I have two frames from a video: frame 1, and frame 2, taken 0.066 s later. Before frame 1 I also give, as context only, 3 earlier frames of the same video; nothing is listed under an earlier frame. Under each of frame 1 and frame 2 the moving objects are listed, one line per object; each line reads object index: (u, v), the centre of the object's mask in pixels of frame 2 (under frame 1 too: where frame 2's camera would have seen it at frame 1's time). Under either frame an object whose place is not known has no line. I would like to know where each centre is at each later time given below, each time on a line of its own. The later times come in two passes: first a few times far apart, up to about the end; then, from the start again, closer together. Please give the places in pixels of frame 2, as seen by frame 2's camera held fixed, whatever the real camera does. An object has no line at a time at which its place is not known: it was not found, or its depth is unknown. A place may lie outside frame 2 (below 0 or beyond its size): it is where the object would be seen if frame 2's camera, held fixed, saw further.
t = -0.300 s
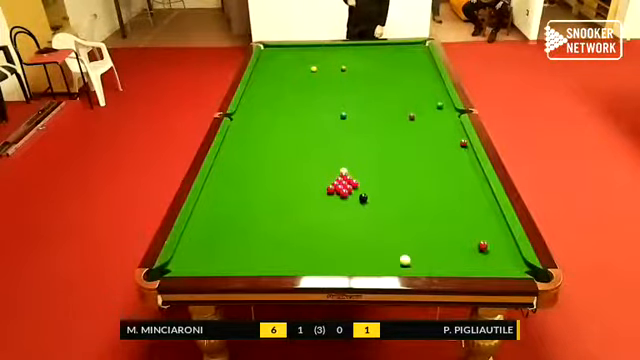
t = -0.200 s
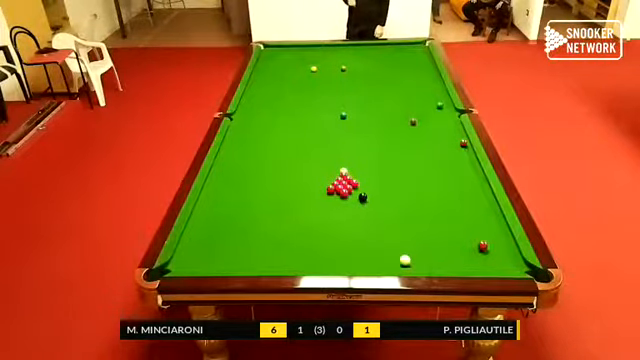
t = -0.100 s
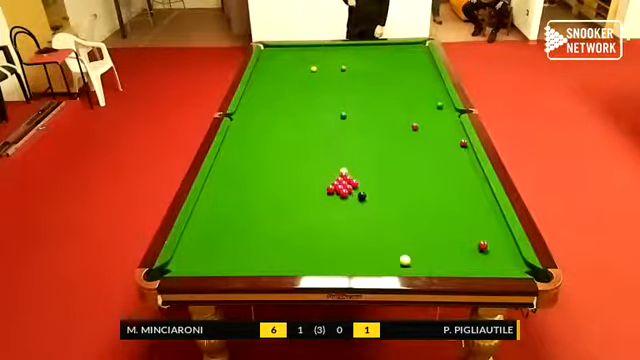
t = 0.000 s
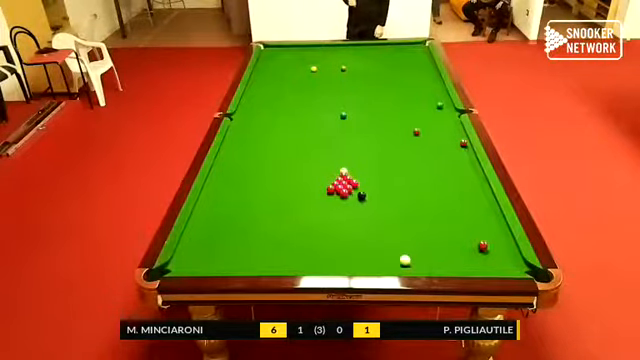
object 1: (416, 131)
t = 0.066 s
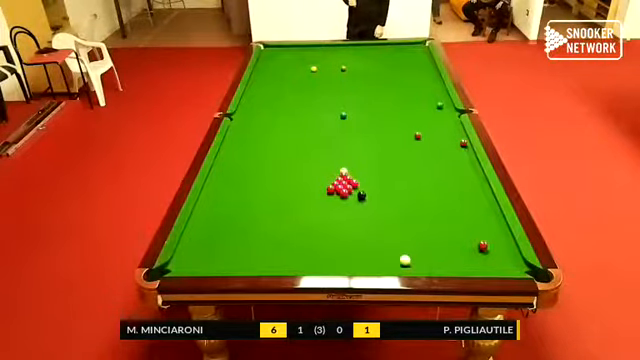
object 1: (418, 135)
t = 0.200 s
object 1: (419, 143)
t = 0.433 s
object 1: (423, 156)
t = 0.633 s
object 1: (427, 168)
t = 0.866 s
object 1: (431, 183)
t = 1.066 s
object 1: (435, 197)
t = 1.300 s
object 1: (440, 214)
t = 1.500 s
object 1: (445, 230)
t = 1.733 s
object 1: (451, 250)
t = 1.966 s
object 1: (455, 265)
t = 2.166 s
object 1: (452, 255)
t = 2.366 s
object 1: (449, 244)
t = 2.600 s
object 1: (446, 233)
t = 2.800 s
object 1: (444, 225)
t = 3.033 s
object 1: (441, 216)
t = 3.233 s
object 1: (439, 209)
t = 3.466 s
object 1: (437, 202)
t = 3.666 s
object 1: (435, 198)
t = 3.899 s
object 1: (434, 192)
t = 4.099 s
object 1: (433, 188)
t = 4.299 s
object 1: (432, 185)
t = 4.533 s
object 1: (431, 181)
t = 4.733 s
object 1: (430, 178)
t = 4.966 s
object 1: (430, 176)
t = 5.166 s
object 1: (429, 174)
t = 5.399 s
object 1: (429, 173)
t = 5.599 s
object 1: (429, 172)
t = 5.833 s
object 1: (428, 171)
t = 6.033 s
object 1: (428, 171)
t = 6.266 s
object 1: (428, 171)
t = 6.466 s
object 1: (428, 171)
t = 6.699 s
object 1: (428, 171)
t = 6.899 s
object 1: (428, 171)
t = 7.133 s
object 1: (428, 171)
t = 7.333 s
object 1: (428, 171)
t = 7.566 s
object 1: (428, 171)
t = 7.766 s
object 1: (428, 171)
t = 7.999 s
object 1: (428, 171)
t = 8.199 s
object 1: (428, 171)
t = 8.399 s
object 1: (428, 171)
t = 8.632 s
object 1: (428, 171)
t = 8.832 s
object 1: (428, 171)
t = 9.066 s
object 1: (428, 171)
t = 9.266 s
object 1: (428, 171)
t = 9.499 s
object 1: (428, 171)
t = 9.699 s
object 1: (428, 171)
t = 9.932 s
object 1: (428, 171)
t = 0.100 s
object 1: (418, 137)
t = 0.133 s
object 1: (419, 139)
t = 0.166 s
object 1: (419, 141)
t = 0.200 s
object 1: (419, 143)
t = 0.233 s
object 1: (420, 145)
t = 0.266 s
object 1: (421, 146)
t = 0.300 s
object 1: (421, 148)
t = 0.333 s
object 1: (422, 150)
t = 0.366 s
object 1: (422, 152)
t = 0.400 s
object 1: (423, 154)
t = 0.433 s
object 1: (423, 156)
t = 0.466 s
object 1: (424, 158)
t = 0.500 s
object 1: (424, 160)
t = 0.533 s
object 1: (425, 162)
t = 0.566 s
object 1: (426, 164)
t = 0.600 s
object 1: (426, 166)
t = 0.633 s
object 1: (427, 168)
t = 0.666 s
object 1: (428, 170)
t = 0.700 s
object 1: (428, 172)
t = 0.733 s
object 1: (429, 174)
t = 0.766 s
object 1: (430, 177)
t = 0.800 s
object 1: (430, 179)
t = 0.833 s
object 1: (431, 181)
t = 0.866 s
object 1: (431, 183)
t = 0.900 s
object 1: (432, 186)
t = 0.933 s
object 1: (433, 188)
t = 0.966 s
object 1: (433, 190)
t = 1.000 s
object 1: (434, 192)
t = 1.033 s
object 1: (435, 195)
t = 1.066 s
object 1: (435, 197)
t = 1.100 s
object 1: (436, 199)
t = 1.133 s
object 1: (437, 202)
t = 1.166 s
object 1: (437, 204)
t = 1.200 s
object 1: (438, 207)
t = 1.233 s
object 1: (439, 209)
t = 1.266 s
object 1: (440, 211)
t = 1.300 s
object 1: (440, 214)
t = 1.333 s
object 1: (441, 217)
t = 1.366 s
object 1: (442, 219)
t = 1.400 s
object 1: (442, 222)
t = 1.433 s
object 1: (443, 224)
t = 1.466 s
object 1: (444, 227)
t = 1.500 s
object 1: (445, 230)
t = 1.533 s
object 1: (446, 233)
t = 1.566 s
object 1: (446, 235)
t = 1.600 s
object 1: (447, 238)
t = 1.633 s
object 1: (448, 241)
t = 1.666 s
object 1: (449, 244)
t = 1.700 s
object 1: (450, 246)
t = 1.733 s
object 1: (451, 250)
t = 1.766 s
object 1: (451, 252)
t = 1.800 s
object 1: (452, 255)
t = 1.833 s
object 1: (453, 258)
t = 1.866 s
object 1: (454, 261)
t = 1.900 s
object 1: (455, 263)
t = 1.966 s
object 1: (455, 265)
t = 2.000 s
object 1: (455, 264)
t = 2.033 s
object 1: (455, 263)
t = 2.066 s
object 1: (454, 261)
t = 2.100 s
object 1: (453, 259)
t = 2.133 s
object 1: (453, 257)
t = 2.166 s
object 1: (452, 255)
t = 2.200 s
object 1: (452, 253)
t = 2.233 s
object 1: (451, 251)
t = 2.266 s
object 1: (451, 249)
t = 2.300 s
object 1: (450, 247)
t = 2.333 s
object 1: (450, 246)
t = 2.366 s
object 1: (449, 244)
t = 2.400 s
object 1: (449, 243)
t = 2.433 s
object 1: (448, 241)
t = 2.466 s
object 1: (448, 239)
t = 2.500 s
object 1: (447, 238)
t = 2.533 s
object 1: (447, 236)
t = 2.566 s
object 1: (446, 235)
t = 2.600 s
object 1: (446, 233)
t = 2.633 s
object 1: (446, 232)
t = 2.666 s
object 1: (445, 230)
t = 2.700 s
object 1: (445, 229)
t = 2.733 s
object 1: (445, 228)
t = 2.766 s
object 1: (444, 226)
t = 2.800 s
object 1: (444, 225)
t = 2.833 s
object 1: (443, 224)
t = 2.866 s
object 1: (443, 222)
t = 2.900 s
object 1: (442, 221)
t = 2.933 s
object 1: (442, 220)
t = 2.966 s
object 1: (442, 219)
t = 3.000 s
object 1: (441, 217)
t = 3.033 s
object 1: (441, 216)
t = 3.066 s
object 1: (441, 215)
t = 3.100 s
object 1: (441, 214)
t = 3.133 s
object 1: (440, 213)
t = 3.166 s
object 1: (440, 212)
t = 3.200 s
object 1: (439, 211)
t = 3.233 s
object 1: (439, 209)
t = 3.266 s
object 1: (438, 208)
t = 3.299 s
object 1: (438, 207)
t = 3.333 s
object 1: (438, 206)
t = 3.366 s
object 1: (438, 205)
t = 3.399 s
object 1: (437, 205)
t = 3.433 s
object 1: (437, 204)
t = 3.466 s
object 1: (437, 202)
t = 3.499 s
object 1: (436, 201)
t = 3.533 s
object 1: (436, 201)
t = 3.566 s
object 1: (436, 200)
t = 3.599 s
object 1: (436, 199)
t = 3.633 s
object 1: (435, 198)
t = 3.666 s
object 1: (435, 198)
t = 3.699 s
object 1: (435, 197)
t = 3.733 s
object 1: (435, 196)
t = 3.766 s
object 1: (435, 195)
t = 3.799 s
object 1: (434, 194)
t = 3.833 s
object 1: (434, 193)
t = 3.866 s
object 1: (434, 193)
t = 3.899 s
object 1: (434, 192)
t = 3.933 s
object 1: (434, 191)
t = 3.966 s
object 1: (433, 191)
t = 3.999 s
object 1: (433, 190)
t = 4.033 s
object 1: (433, 189)
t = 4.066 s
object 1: (433, 188)
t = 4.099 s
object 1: (433, 188)
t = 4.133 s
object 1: (433, 187)
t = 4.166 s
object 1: (432, 187)
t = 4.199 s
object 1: (433, 186)
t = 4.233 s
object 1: (432, 185)
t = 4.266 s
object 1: (432, 185)
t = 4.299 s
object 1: (432, 185)
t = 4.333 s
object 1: (432, 184)
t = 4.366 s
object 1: (432, 184)
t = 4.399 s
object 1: (432, 183)
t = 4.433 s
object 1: (431, 182)
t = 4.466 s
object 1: (431, 182)
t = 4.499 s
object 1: (431, 181)
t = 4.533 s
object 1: (431, 181)
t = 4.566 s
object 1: (431, 181)
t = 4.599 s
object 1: (431, 180)
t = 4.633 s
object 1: (430, 180)
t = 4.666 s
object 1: (430, 179)
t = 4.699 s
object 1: (430, 179)
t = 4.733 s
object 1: (430, 178)
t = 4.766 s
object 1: (430, 178)
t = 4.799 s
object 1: (430, 178)
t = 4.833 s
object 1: (430, 177)
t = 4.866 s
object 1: (429, 177)
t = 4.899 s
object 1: (429, 177)
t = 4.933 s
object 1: (429, 176)
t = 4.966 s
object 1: (430, 176)
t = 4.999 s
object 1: (430, 176)
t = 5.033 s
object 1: (429, 175)
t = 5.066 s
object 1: (429, 175)
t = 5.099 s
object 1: (429, 174)
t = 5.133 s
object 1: (429, 175)
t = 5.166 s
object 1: (429, 174)
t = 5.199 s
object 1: (429, 174)
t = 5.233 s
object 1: (429, 174)
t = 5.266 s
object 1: (429, 173)
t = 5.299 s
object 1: (429, 173)
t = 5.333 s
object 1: (429, 173)
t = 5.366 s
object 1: (429, 173)
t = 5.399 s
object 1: (429, 173)
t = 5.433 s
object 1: (429, 172)
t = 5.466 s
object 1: (429, 172)
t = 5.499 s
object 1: (429, 172)
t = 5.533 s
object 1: (429, 172)
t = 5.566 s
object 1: (429, 172)
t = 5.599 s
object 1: (429, 172)
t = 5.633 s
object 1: (429, 172)
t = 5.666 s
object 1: (428, 172)
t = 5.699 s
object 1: (428, 172)
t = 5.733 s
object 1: (428, 172)
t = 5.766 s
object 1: (428, 171)
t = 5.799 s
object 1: (428, 171)
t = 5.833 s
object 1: (428, 171)
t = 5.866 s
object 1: (428, 171)
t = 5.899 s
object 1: (428, 171)
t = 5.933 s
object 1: (428, 171)
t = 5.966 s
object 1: (428, 171)
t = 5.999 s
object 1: (428, 171)
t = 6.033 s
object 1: (428, 171)
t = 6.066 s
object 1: (428, 171)
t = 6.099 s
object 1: (428, 171)
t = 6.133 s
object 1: (428, 171)
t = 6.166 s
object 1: (428, 171)
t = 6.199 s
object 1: (428, 171)
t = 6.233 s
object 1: (428, 171)
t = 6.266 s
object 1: (428, 171)
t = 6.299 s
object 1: (428, 171)
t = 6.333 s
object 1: (428, 171)
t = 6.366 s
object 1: (428, 171)
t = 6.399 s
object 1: (428, 171)
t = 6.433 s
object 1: (428, 171)
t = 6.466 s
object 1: (428, 171)
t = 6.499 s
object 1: (428, 171)
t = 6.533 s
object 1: (428, 171)
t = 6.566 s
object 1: (428, 171)
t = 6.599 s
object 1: (428, 171)
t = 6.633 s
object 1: (428, 171)
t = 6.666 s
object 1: (428, 171)
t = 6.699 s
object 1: (428, 171)
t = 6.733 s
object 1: (428, 171)
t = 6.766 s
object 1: (428, 171)
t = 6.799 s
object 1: (428, 171)
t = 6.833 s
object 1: (428, 171)
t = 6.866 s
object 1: (428, 171)
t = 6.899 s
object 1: (428, 171)
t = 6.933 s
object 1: (428, 171)
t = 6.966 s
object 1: (428, 171)
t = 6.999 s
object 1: (428, 171)
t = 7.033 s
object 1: (428, 171)
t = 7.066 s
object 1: (428, 171)
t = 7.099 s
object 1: (428, 171)
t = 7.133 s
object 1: (428, 171)
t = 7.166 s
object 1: (428, 171)
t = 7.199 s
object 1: (428, 171)
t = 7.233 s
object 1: (428, 171)
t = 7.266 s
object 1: (428, 171)
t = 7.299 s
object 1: (428, 171)
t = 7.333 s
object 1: (428, 171)
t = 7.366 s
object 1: (428, 171)
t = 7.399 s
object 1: (428, 171)
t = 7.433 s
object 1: (428, 171)
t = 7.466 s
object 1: (428, 171)
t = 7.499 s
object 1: (428, 171)
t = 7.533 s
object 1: (428, 171)
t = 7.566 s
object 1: (428, 171)
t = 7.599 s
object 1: (428, 171)
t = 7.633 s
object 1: (428, 171)
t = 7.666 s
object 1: (428, 171)
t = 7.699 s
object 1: (428, 171)
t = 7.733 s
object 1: (428, 171)
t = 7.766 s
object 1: (428, 171)
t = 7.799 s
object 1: (428, 171)
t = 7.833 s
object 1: (428, 171)
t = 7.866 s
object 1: (428, 171)
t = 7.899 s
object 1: (428, 171)
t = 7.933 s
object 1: (428, 171)
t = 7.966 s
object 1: (428, 171)
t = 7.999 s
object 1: (428, 171)
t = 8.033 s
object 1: (428, 171)
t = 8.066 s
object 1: (428, 171)
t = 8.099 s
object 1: (428, 171)
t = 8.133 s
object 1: (428, 171)
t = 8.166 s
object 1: (428, 171)
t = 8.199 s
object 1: (428, 171)
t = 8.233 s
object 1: (428, 171)
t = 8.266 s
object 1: (428, 171)
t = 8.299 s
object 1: (428, 171)
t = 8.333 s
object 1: (428, 171)
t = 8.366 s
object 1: (428, 171)
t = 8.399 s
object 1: (428, 171)
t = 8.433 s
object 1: (428, 171)
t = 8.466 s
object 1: (428, 171)
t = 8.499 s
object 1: (428, 171)
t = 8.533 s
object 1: (428, 171)
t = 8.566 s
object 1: (428, 171)
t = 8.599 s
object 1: (428, 171)
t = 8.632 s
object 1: (428, 171)
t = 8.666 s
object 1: (428, 171)
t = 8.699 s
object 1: (428, 171)
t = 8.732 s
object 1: (428, 171)
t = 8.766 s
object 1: (428, 171)
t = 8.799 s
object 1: (428, 171)
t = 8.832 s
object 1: (428, 171)
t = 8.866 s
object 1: (428, 171)
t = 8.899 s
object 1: (428, 171)
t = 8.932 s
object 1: (428, 171)
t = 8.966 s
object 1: (428, 171)
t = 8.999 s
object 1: (428, 171)
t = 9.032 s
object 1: (428, 171)
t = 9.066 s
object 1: (428, 171)
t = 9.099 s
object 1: (428, 171)
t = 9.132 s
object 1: (428, 171)
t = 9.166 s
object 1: (428, 171)
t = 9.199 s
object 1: (428, 171)
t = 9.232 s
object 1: (428, 171)
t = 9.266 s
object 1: (428, 171)
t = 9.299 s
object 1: (428, 171)
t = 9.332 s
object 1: (428, 171)
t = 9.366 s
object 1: (428, 171)
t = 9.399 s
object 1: (428, 171)
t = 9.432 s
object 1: (428, 171)
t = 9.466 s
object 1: (428, 171)
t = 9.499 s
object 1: (428, 171)
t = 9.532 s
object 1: (428, 171)
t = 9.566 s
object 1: (428, 171)
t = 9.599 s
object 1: (428, 171)
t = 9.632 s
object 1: (428, 171)
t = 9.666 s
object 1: (428, 171)
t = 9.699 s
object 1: (428, 171)
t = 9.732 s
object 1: (428, 171)
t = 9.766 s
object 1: (428, 171)
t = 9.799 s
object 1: (428, 171)
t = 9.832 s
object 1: (428, 171)
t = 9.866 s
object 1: (428, 171)
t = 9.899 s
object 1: (428, 171)
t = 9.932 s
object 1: (428, 171)
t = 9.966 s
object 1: (428, 171)
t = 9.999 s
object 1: (428, 171)
